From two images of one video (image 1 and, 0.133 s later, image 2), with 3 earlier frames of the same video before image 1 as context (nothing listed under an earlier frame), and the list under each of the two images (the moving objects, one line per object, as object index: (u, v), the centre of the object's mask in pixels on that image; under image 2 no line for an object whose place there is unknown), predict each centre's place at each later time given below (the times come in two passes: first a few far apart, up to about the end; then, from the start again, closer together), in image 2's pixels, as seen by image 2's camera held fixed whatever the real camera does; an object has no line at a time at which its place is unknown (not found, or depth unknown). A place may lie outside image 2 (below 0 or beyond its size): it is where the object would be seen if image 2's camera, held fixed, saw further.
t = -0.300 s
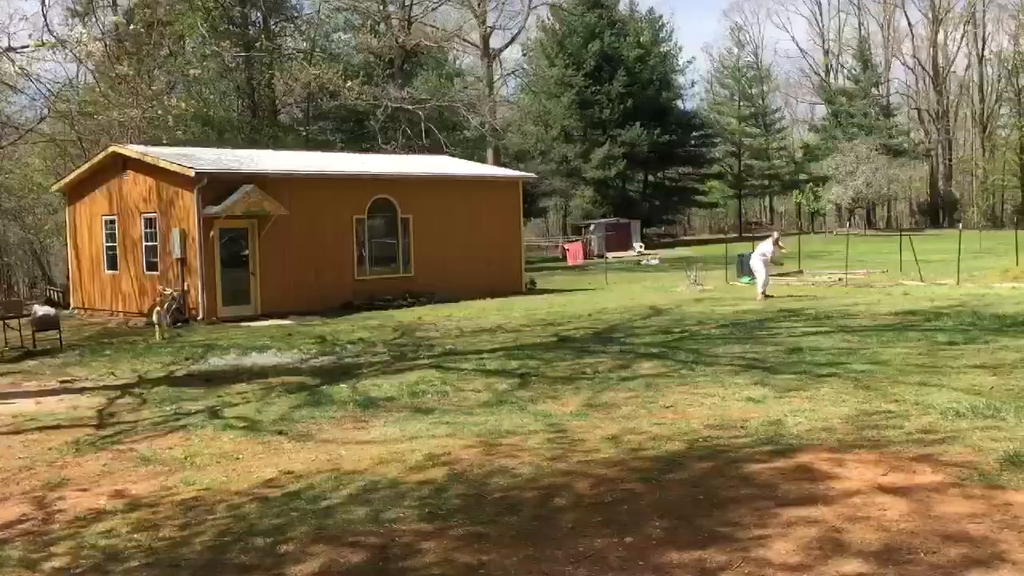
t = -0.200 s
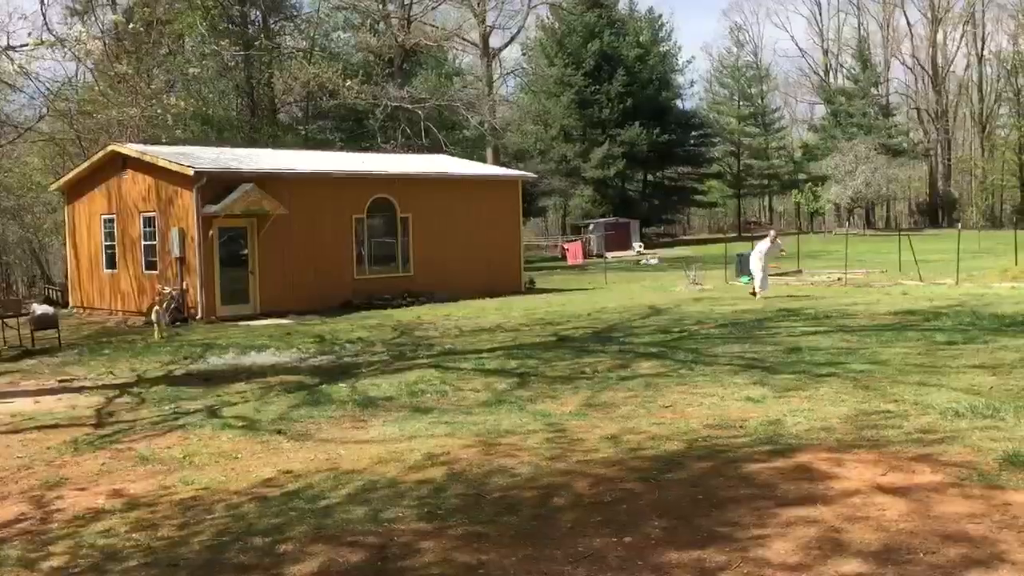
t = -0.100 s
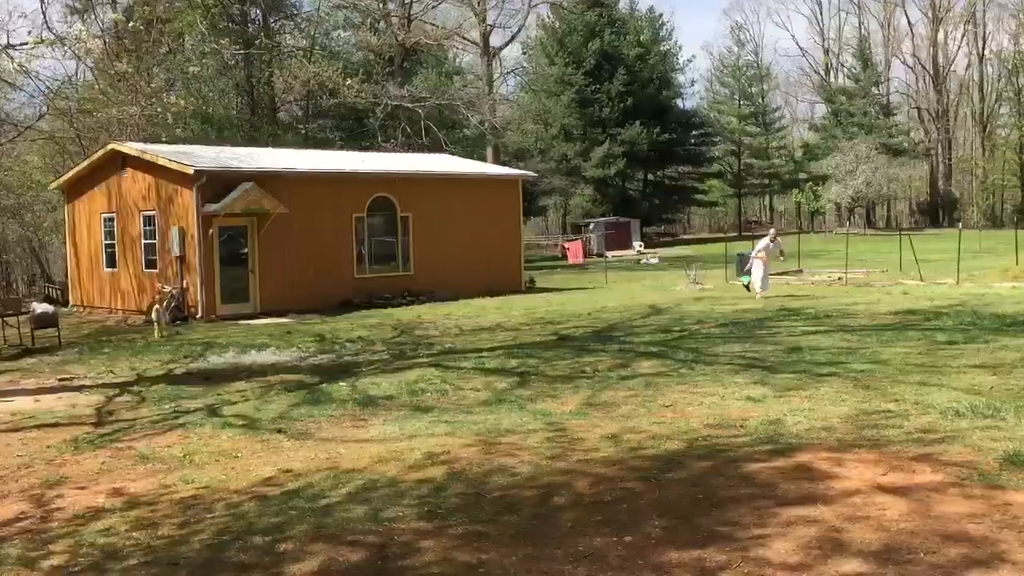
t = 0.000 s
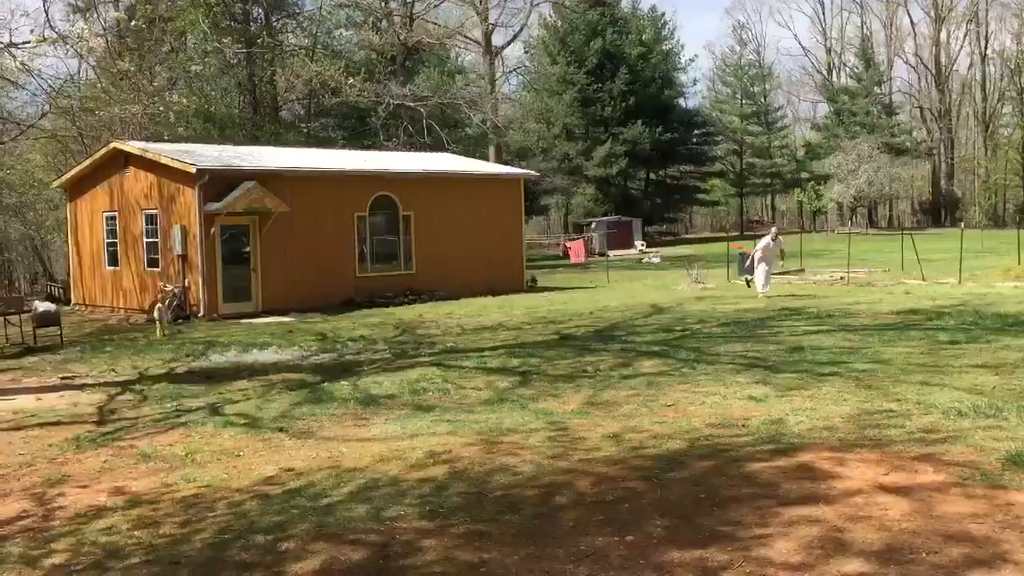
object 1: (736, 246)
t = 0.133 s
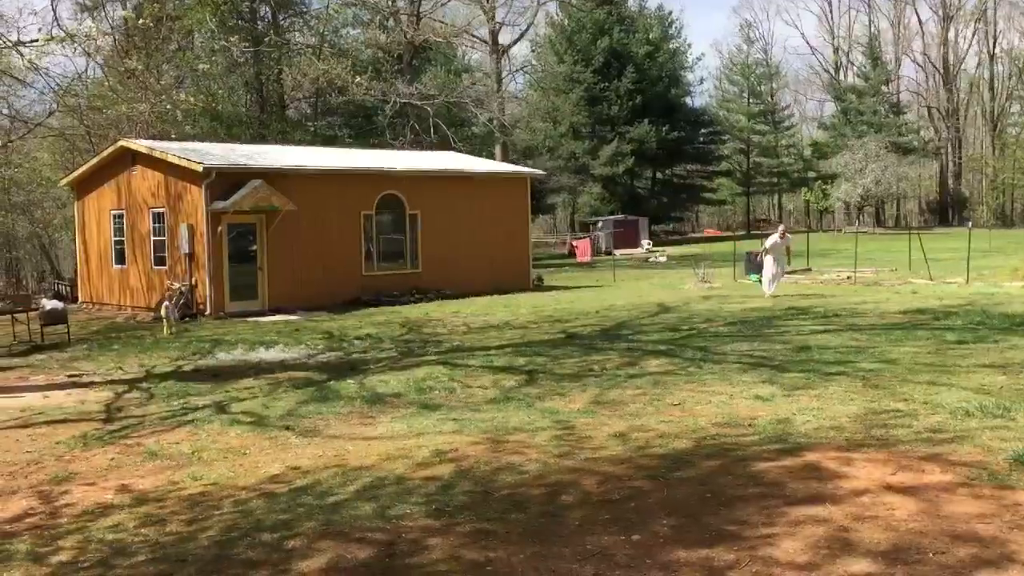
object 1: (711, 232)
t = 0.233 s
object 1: (688, 223)
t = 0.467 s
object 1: (620, 204)
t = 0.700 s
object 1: (534, 184)
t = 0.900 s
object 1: (435, 153)
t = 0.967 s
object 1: (394, 141)
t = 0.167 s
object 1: (704, 229)
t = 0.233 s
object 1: (688, 223)
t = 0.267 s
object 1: (679, 220)
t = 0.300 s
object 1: (670, 217)
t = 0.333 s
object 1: (661, 214)
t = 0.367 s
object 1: (652, 212)
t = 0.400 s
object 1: (642, 209)
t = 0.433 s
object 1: (631, 206)
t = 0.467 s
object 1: (620, 204)
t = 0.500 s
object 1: (610, 201)
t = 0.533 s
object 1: (600, 199)
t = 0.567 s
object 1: (586, 196)
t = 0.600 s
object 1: (573, 193)
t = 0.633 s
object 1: (562, 191)
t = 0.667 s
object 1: (548, 188)
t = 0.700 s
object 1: (534, 184)
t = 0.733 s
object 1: (518, 180)
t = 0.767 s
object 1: (502, 175)
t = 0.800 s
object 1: (486, 171)
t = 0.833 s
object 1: (471, 166)
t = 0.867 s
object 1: (453, 160)
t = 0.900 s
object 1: (435, 153)
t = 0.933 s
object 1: (413, 146)
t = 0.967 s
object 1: (394, 141)
